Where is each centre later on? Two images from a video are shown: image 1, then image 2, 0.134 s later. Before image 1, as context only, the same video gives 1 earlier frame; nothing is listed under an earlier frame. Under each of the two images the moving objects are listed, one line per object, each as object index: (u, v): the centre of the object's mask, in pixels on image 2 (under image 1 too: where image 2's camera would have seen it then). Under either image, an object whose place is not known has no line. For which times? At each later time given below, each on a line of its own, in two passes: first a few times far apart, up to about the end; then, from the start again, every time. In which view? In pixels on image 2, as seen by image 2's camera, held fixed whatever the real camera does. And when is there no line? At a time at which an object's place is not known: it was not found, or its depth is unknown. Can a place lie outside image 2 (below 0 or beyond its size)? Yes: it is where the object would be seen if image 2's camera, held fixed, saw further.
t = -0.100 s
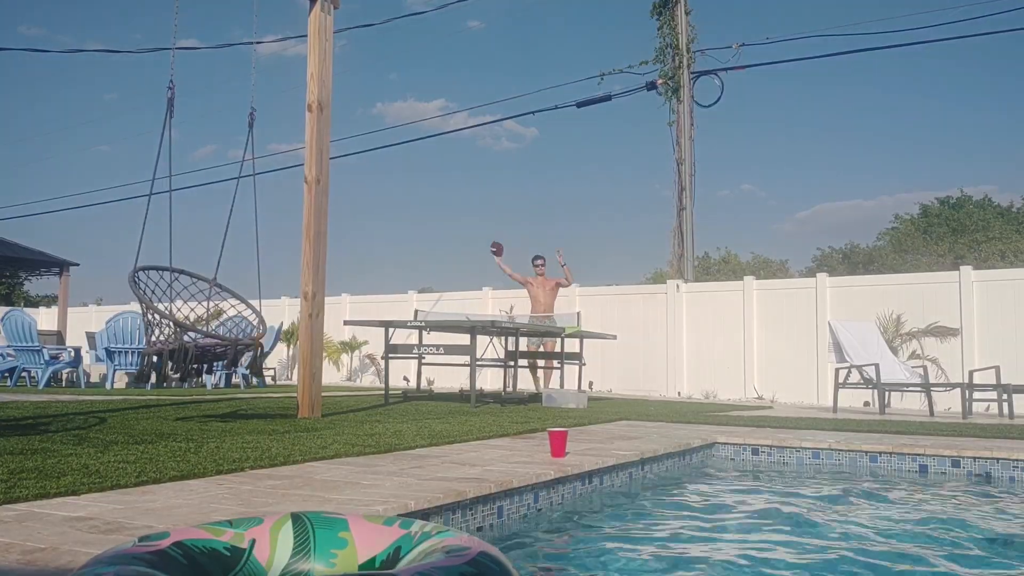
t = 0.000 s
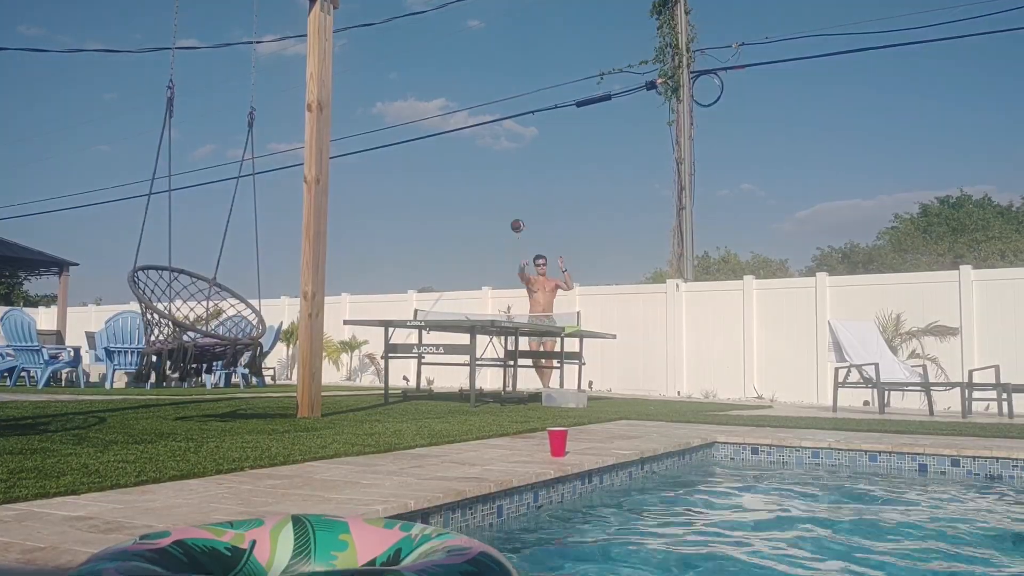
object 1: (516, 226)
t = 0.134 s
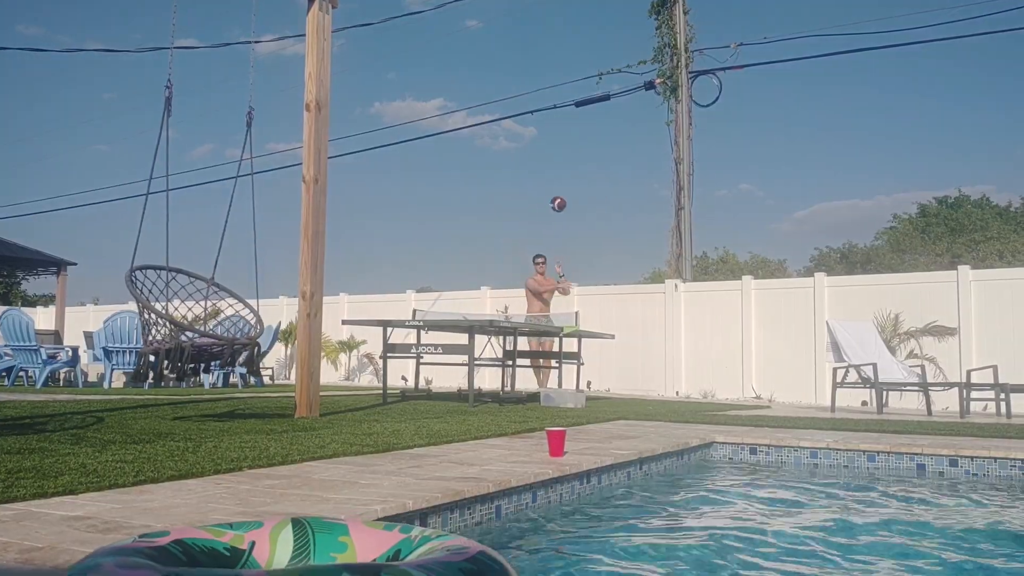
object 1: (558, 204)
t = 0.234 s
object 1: (596, 196)
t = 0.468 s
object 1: (730, 220)
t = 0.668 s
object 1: (952, 347)
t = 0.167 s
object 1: (570, 201)
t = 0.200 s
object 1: (583, 198)
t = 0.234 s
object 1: (596, 196)
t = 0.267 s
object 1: (611, 196)
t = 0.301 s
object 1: (627, 196)
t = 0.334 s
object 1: (645, 198)
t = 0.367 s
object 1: (663, 200)
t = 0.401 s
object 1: (683, 205)
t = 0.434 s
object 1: (705, 212)
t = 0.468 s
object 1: (730, 220)
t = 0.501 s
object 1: (757, 232)
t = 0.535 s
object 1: (787, 246)
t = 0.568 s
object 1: (821, 263)
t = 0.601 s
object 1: (860, 285)
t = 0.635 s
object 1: (903, 313)
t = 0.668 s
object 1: (952, 347)
